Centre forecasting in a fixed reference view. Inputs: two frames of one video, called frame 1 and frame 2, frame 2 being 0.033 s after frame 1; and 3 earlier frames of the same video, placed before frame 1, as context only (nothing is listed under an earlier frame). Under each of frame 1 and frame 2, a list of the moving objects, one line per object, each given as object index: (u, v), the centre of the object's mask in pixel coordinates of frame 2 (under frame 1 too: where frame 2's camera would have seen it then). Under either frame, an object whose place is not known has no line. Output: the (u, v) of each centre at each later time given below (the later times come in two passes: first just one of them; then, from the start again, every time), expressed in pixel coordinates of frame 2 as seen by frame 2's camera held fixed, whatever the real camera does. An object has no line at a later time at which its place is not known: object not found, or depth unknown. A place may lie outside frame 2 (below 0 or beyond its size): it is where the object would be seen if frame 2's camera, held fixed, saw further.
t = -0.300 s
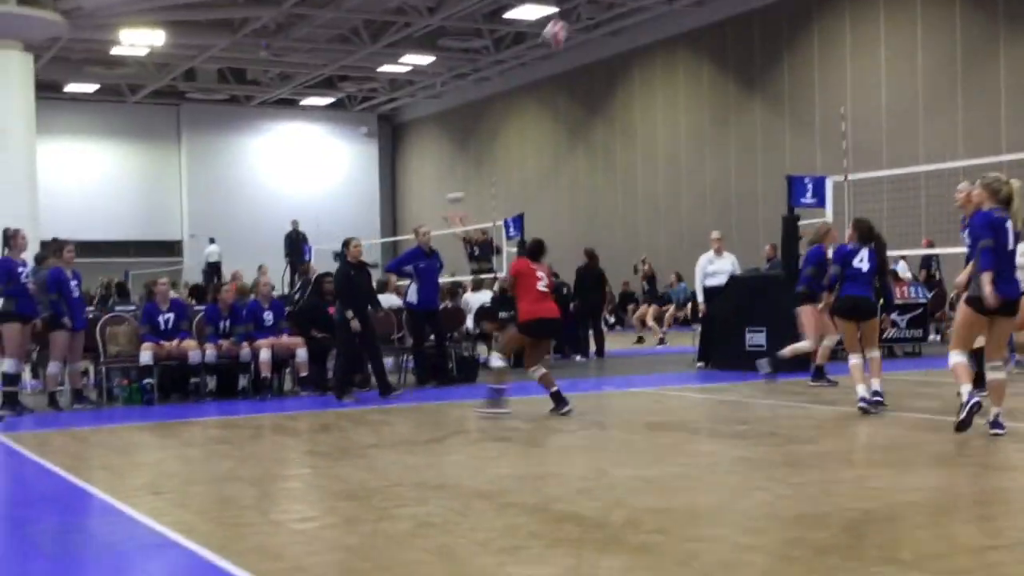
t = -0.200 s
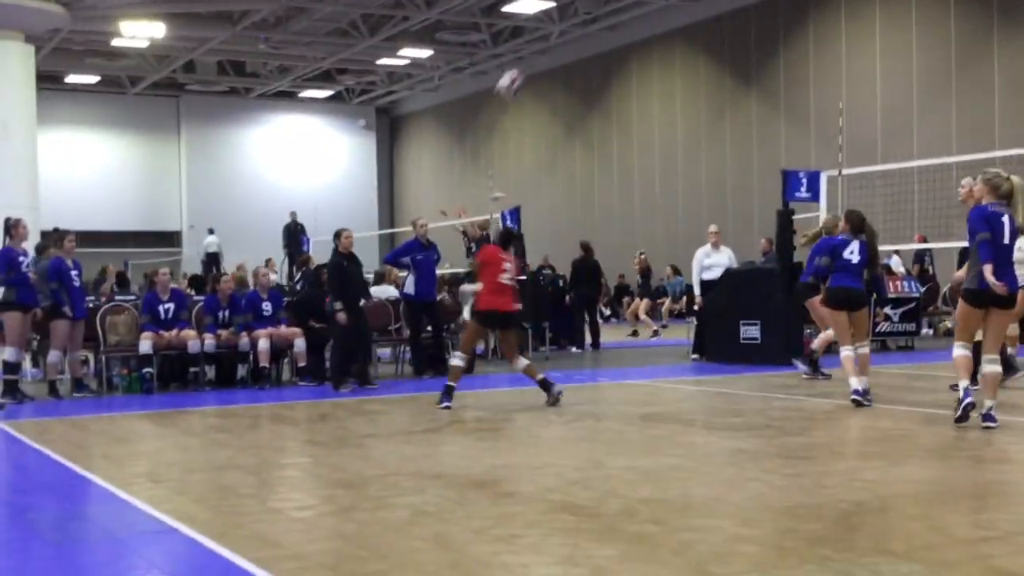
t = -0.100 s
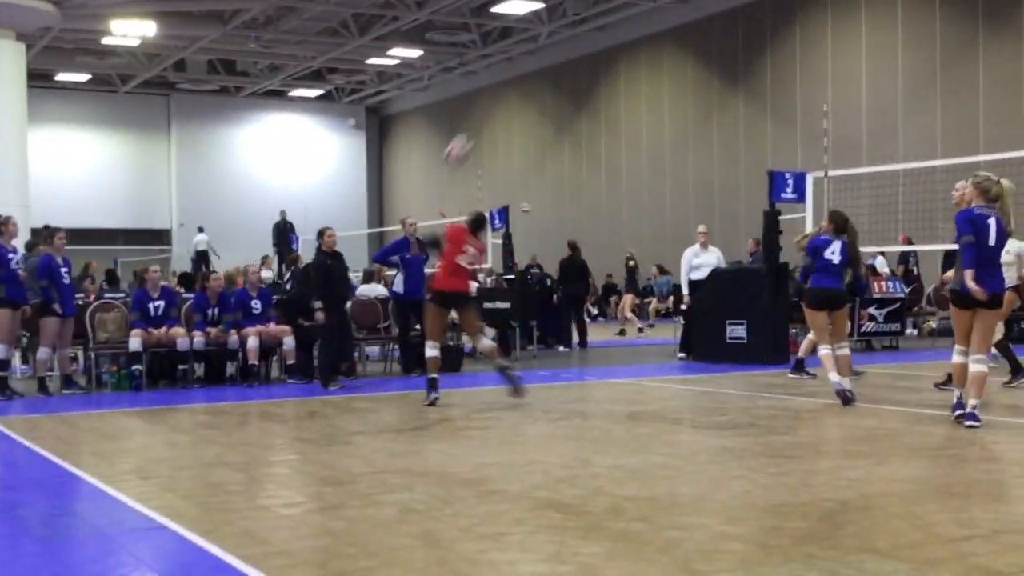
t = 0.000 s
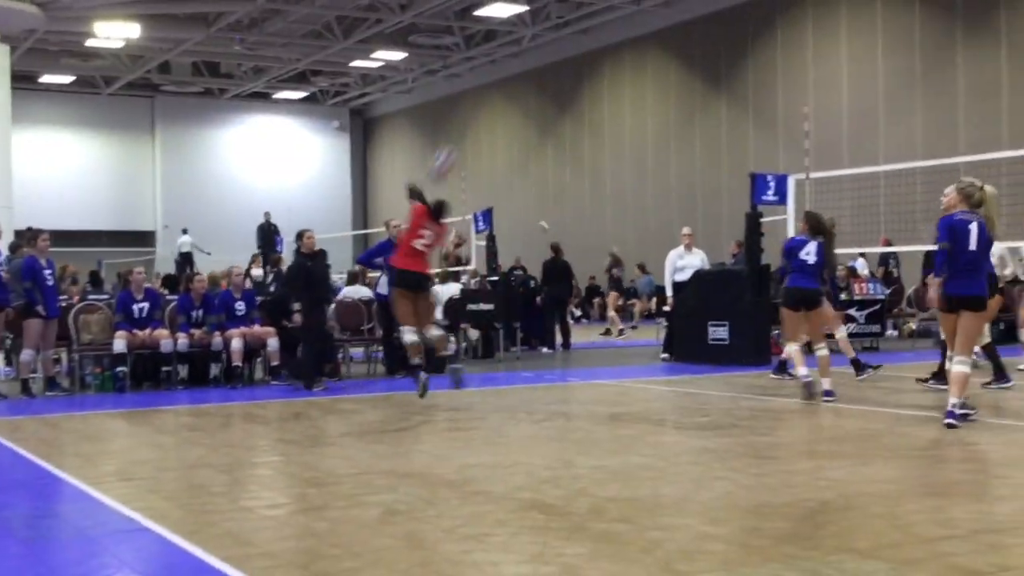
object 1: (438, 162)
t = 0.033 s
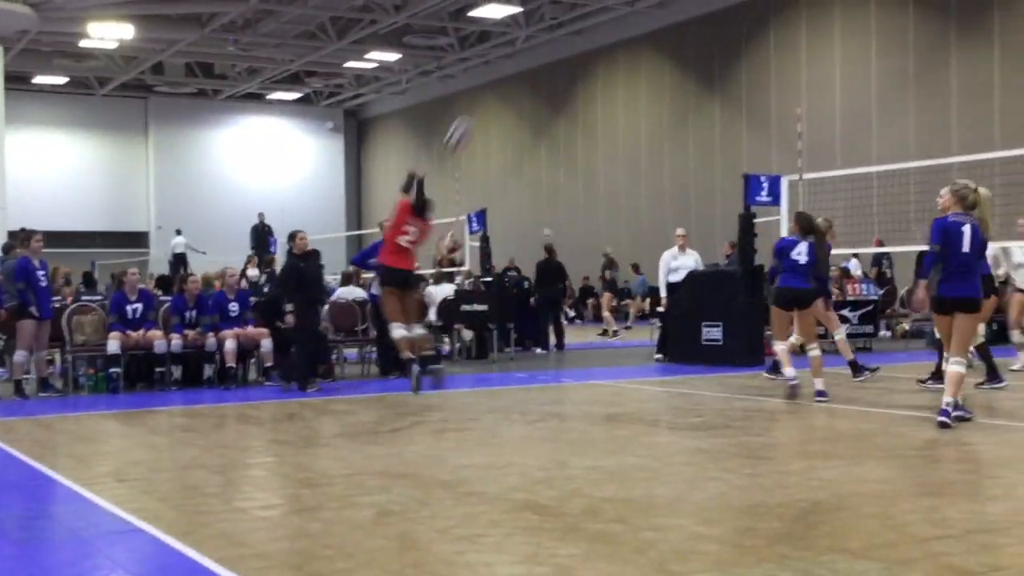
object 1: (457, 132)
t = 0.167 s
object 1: (544, 28)
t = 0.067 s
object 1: (481, 102)
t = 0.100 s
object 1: (503, 76)
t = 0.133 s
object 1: (523, 52)
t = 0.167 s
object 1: (544, 28)
